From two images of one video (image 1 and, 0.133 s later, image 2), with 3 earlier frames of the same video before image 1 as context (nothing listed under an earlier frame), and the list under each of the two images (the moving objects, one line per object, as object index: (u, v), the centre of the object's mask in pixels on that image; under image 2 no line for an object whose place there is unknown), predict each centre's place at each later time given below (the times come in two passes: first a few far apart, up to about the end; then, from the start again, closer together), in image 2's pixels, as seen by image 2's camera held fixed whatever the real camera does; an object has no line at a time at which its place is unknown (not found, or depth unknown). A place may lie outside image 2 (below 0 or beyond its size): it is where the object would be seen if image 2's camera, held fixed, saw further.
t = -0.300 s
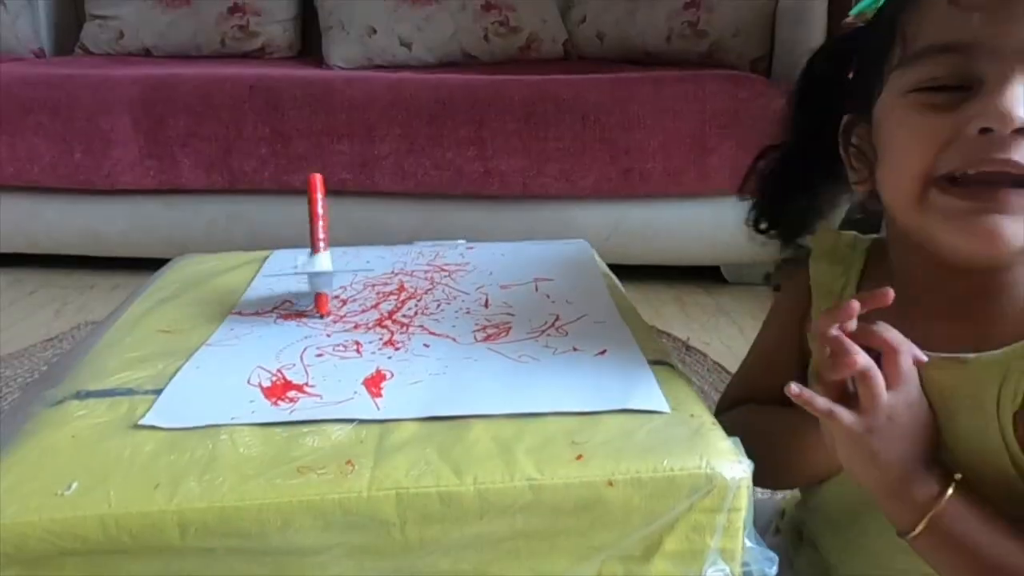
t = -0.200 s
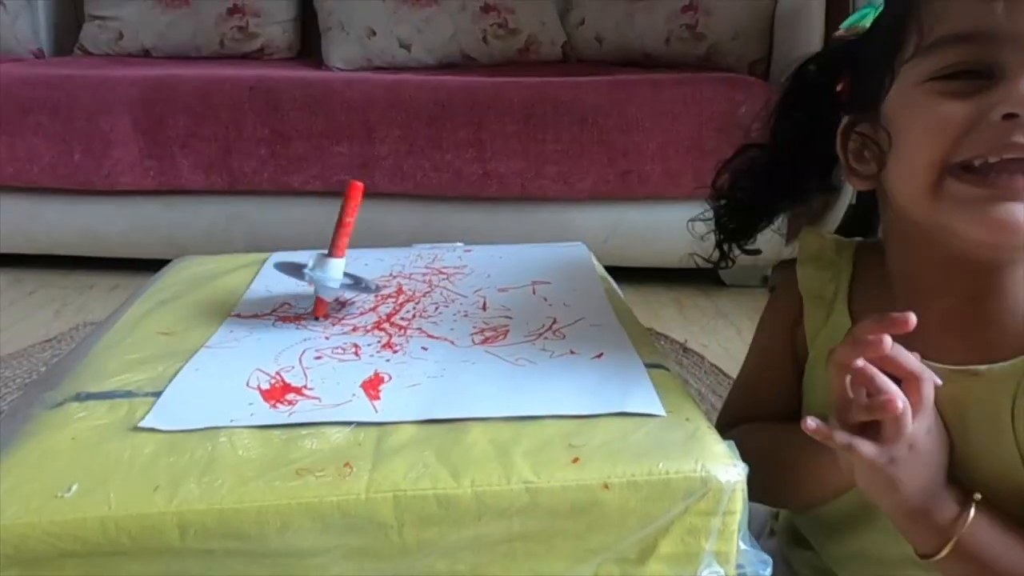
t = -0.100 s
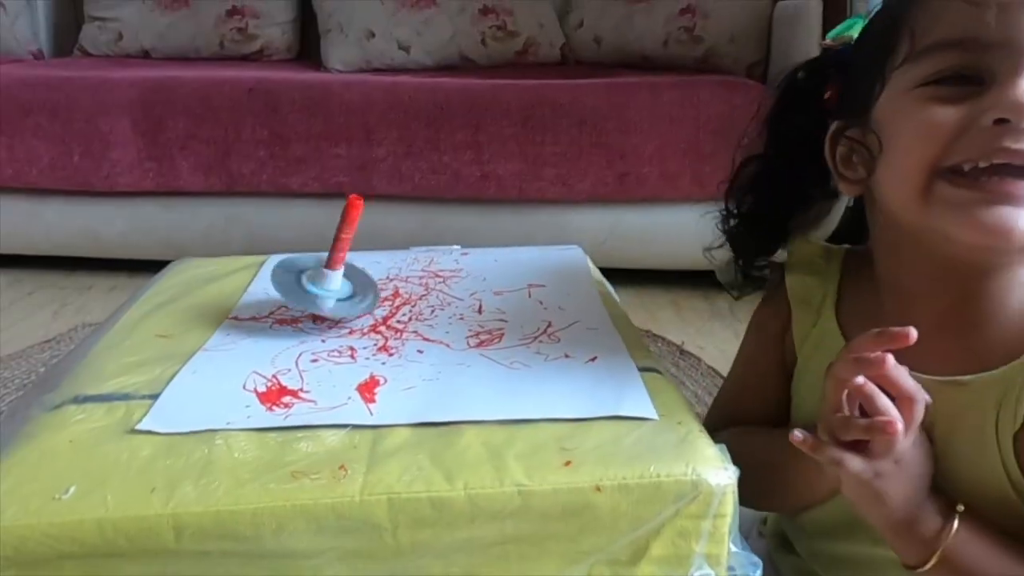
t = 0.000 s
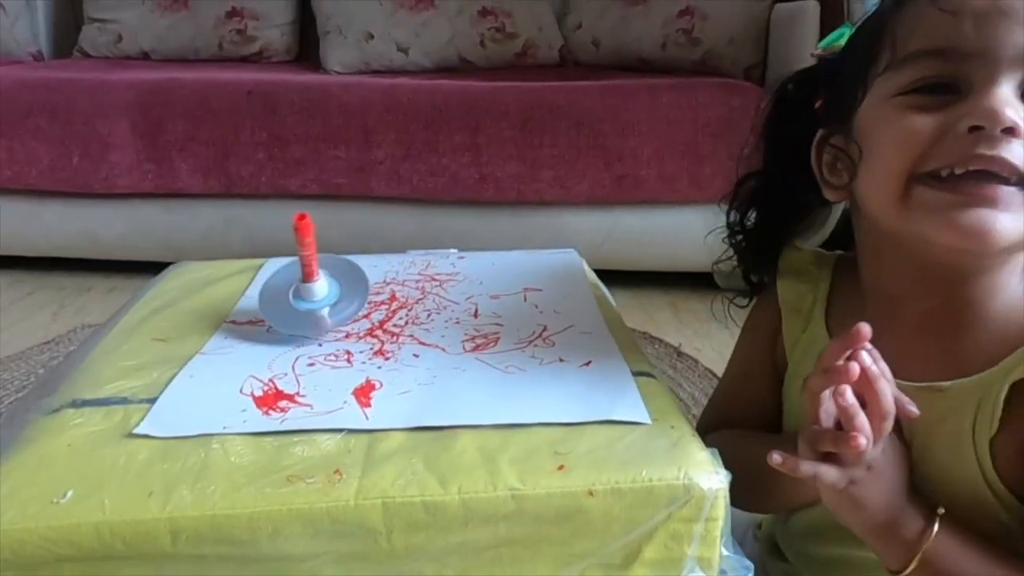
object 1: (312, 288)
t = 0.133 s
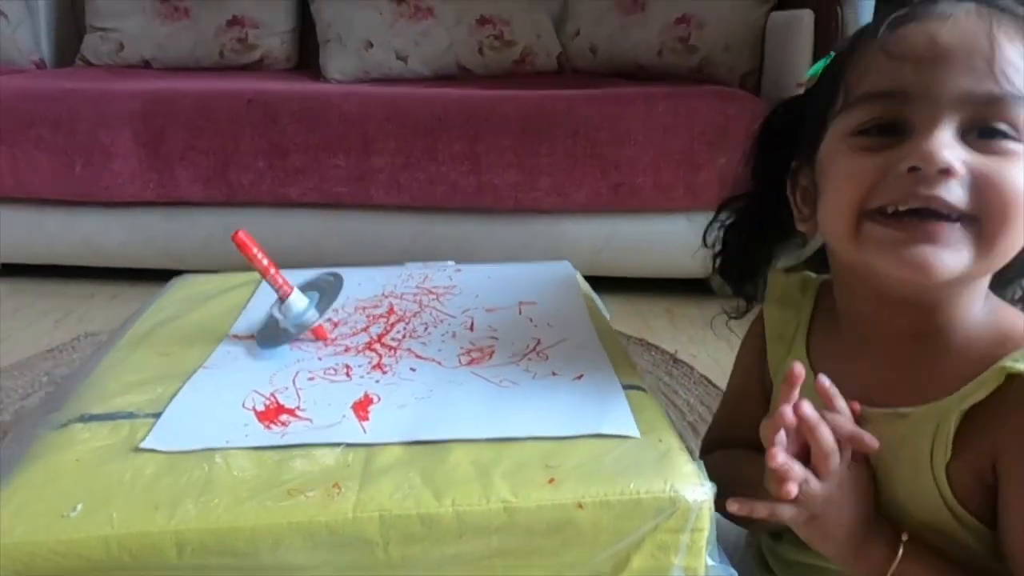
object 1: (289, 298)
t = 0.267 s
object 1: (302, 290)
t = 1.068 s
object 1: (324, 269)
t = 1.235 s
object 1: (288, 264)
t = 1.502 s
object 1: (258, 281)
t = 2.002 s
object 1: (332, 275)
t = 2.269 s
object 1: (327, 268)
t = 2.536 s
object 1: (329, 279)
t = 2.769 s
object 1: (296, 292)
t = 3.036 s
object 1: (288, 290)
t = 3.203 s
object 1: (298, 293)
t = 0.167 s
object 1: (286, 291)
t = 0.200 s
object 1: (287, 289)
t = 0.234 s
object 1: (293, 288)
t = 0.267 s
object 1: (302, 290)
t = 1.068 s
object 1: (324, 269)
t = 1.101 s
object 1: (320, 268)
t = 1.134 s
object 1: (311, 260)
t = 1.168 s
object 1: (304, 263)
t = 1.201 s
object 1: (297, 264)
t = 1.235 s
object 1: (288, 264)
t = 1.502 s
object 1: (258, 281)
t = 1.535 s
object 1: (262, 284)
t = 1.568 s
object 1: (266, 286)
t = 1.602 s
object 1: (270, 288)
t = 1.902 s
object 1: (323, 282)
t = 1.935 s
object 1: (326, 279)
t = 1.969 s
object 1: (330, 275)
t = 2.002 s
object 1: (332, 275)
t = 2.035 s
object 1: (333, 272)
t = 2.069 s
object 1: (332, 271)
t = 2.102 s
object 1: (332, 270)
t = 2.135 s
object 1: (329, 269)
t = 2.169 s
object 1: (327, 268)
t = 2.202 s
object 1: (326, 268)
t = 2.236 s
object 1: (326, 268)
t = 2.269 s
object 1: (327, 268)
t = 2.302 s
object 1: (328, 268)
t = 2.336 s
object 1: (331, 269)
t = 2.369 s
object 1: (333, 269)
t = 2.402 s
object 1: (334, 271)
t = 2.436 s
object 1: (334, 273)
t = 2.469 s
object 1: (333, 275)
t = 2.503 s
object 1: (331, 275)
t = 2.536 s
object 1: (329, 279)
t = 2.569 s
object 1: (325, 282)
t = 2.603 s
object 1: (320, 284)
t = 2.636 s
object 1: (314, 287)
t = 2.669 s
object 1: (310, 288)
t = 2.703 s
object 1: (305, 289)
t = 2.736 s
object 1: (298, 292)
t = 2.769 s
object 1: (296, 292)
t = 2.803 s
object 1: (295, 291)
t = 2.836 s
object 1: (293, 290)
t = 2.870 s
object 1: (291, 290)
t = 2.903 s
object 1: (290, 290)
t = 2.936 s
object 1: (287, 291)
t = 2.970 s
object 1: (287, 291)
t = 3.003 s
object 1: (288, 290)
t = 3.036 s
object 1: (288, 290)
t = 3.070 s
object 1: (288, 291)
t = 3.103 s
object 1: (290, 291)
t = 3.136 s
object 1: (291, 292)
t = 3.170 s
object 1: (295, 292)
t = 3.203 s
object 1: (298, 293)
